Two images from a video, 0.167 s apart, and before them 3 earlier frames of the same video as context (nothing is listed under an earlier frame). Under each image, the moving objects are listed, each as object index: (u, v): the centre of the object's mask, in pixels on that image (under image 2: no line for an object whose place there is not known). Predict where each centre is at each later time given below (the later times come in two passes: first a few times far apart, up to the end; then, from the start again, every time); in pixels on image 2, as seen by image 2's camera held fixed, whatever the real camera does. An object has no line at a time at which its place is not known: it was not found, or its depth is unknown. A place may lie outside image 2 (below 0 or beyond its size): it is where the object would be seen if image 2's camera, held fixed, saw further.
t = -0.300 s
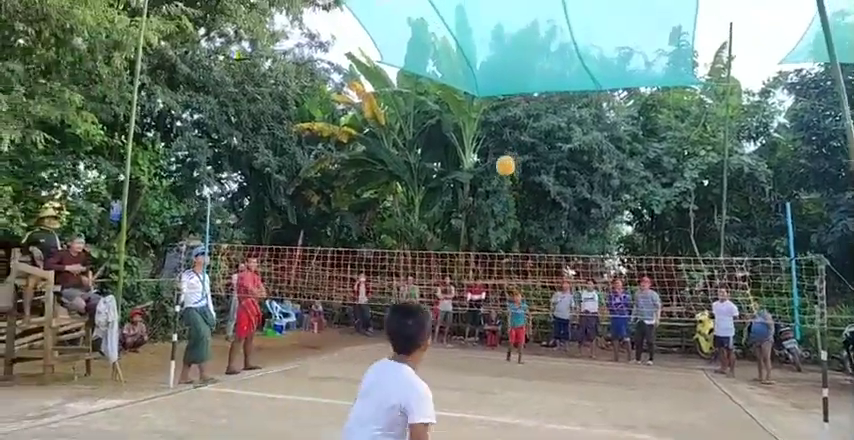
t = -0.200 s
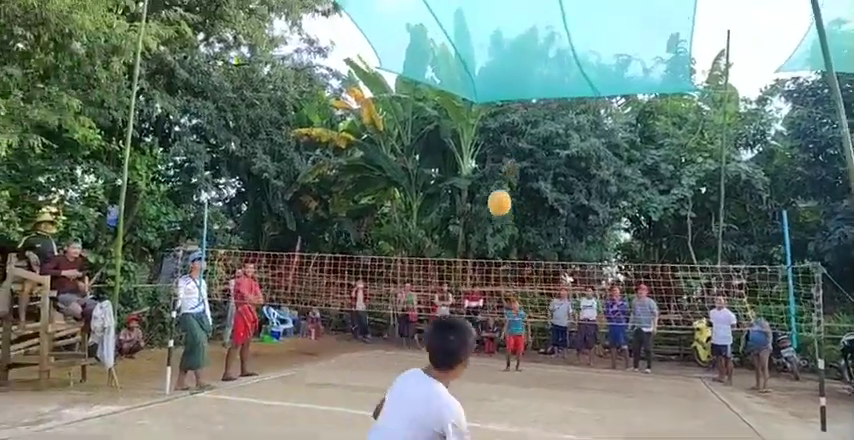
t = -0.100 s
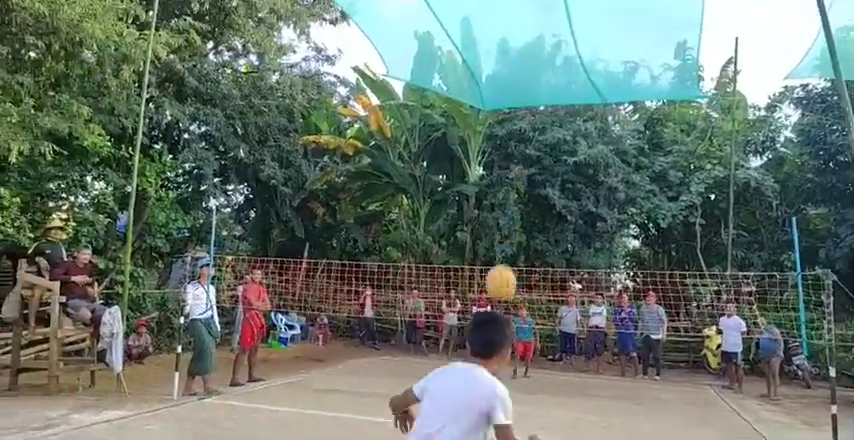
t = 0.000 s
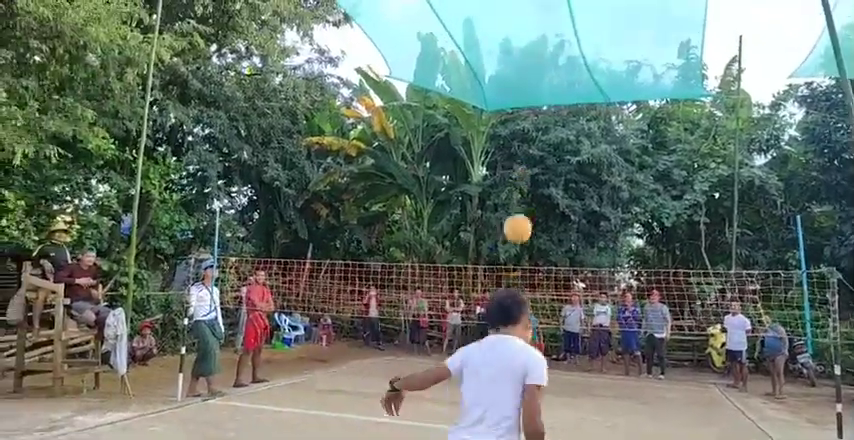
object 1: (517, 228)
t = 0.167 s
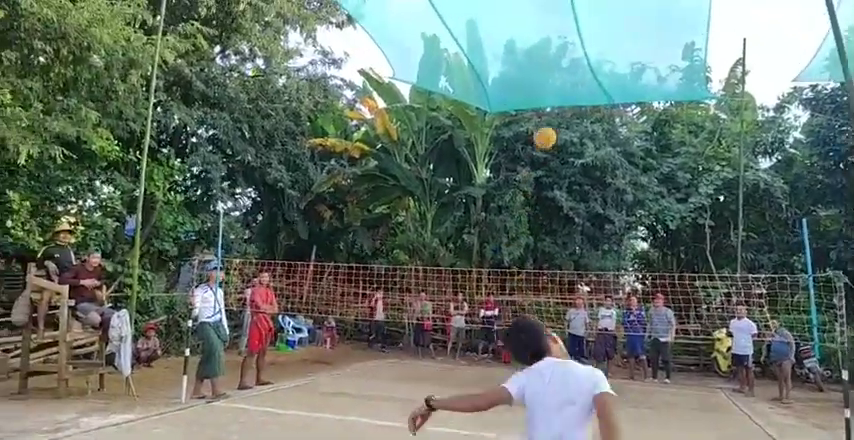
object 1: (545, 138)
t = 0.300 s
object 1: (556, 110)
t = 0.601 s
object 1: (571, 139)
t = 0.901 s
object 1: (582, 227)
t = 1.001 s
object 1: (584, 263)
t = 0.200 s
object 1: (548, 129)
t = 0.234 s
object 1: (549, 118)
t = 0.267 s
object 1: (552, 111)
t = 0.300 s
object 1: (556, 110)
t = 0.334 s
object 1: (560, 110)
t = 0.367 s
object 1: (561, 111)
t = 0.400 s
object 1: (560, 111)
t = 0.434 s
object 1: (562, 114)
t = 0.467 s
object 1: (563, 118)
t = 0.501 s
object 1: (565, 122)
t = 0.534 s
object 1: (567, 126)
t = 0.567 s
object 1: (569, 131)
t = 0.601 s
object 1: (571, 139)
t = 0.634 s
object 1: (572, 147)
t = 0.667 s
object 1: (574, 154)
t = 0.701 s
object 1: (575, 162)
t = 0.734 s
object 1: (576, 171)
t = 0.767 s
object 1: (578, 182)
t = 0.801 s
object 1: (579, 192)
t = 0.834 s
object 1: (580, 204)
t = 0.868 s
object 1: (582, 216)
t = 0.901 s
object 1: (582, 227)
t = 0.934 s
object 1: (583, 238)
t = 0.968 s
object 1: (583, 251)
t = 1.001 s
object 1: (584, 263)
